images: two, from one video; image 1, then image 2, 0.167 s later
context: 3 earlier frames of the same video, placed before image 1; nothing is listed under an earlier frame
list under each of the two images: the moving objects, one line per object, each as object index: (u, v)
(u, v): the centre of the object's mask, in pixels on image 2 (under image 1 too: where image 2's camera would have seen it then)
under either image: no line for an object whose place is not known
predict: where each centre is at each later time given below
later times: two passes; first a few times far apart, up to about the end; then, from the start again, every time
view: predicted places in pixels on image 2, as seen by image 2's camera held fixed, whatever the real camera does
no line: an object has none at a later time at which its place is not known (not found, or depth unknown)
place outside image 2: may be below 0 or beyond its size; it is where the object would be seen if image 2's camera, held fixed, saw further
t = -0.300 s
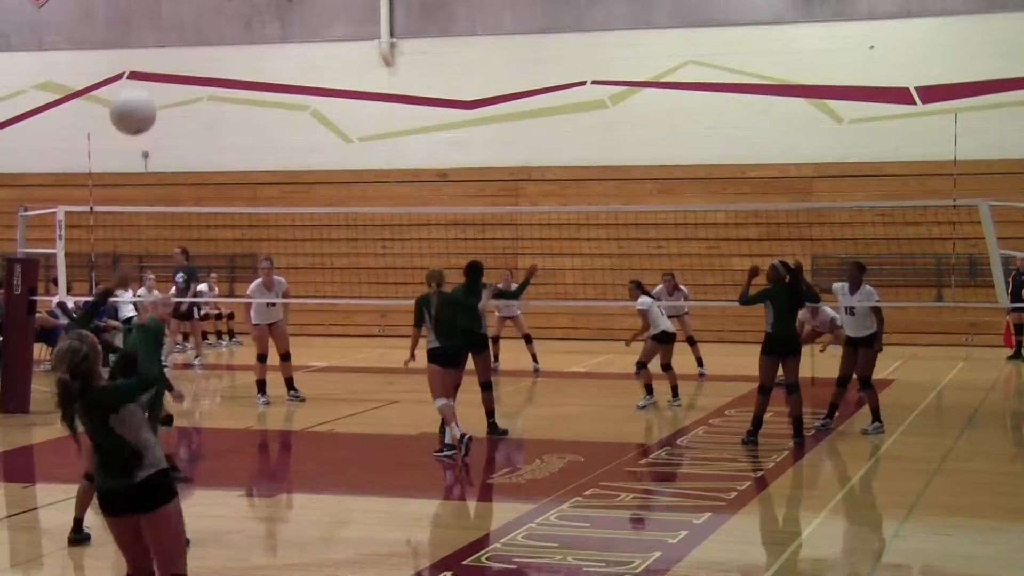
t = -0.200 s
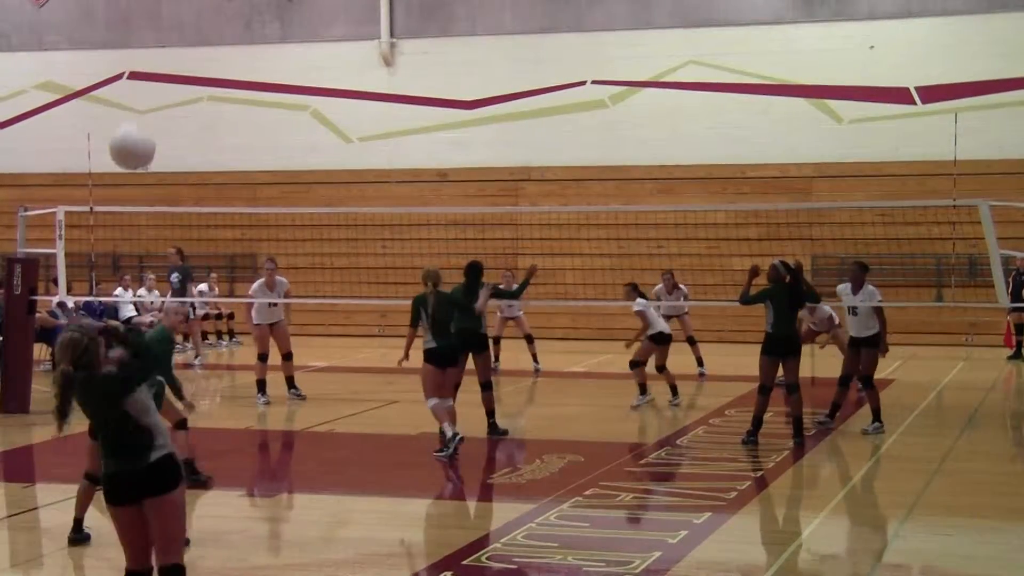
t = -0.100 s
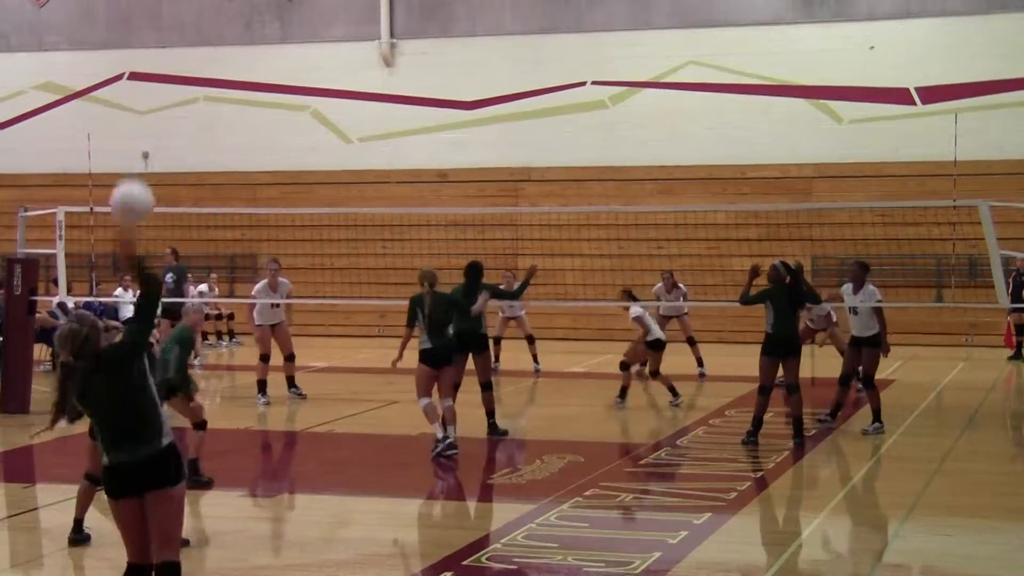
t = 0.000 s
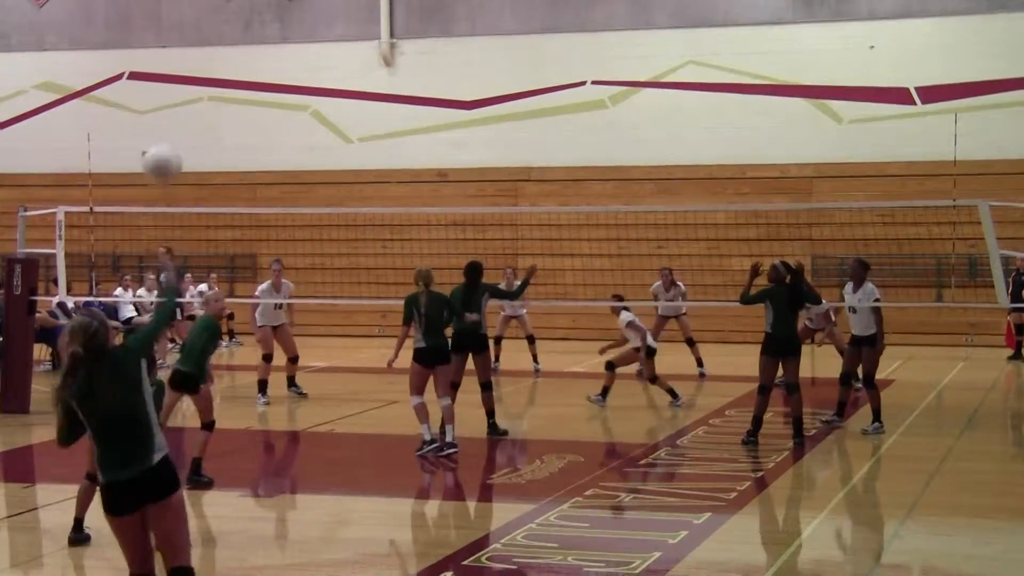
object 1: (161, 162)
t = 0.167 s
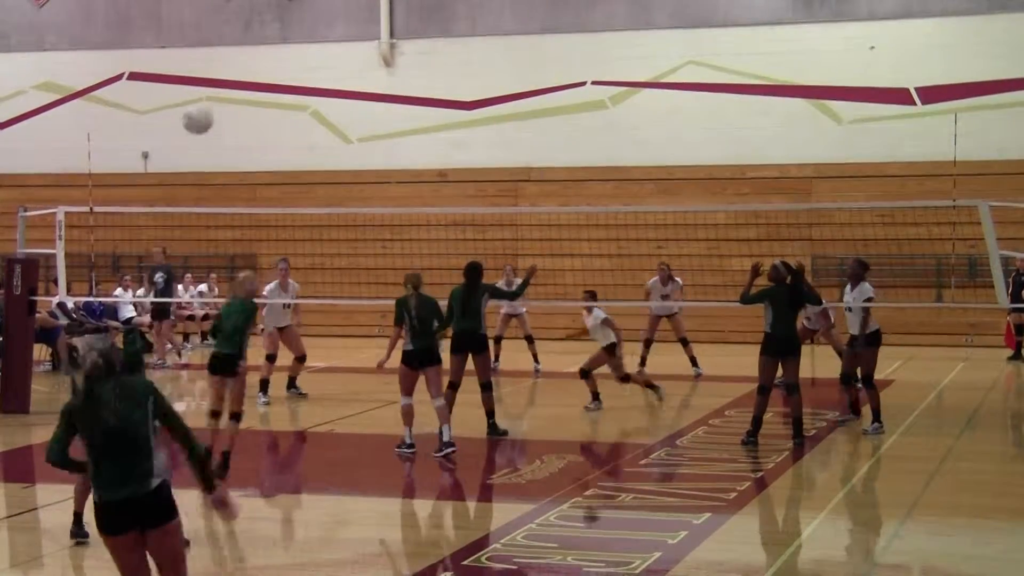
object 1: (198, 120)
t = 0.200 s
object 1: (202, 118)
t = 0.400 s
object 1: (219, 142)
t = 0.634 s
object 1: (227, 214)
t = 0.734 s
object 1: (224, 250)
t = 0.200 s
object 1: (202, 118)
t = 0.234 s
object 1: (206, 117)
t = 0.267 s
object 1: (209, 118)
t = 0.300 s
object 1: (212, 124)
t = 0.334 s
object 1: (215, 130)
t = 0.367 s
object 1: (217, 135)
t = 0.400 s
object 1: (219, 142)
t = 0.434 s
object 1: (221, 151)
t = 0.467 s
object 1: (222, 160)
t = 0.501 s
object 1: (224, 166)
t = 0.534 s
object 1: (225, 179)
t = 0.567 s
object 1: (226, 189)
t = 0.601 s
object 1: (228, 203)
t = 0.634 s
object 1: (227, 214)
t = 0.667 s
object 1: (228, 227)
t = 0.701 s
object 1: (227, 237)
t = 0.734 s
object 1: (224, 250)
